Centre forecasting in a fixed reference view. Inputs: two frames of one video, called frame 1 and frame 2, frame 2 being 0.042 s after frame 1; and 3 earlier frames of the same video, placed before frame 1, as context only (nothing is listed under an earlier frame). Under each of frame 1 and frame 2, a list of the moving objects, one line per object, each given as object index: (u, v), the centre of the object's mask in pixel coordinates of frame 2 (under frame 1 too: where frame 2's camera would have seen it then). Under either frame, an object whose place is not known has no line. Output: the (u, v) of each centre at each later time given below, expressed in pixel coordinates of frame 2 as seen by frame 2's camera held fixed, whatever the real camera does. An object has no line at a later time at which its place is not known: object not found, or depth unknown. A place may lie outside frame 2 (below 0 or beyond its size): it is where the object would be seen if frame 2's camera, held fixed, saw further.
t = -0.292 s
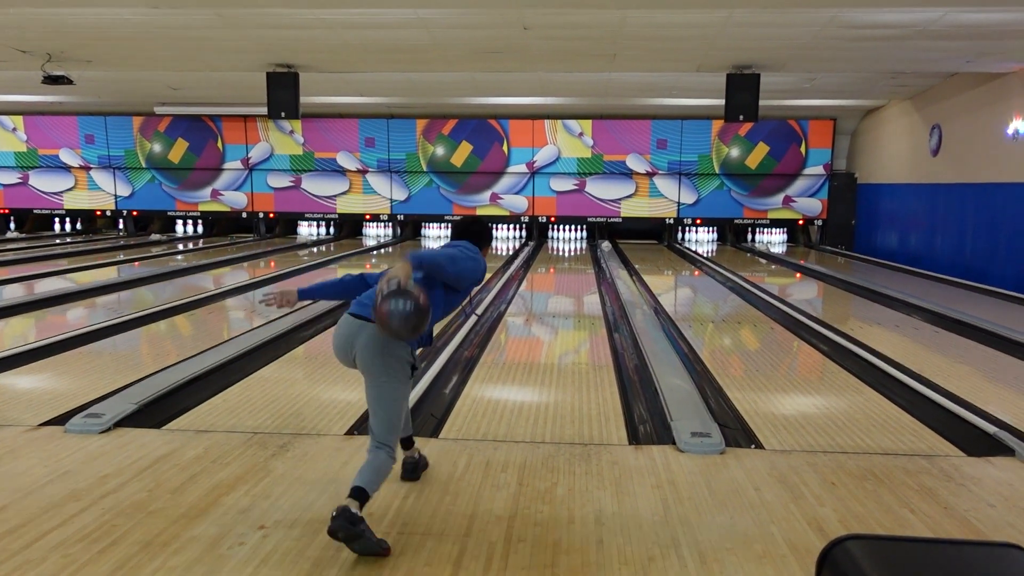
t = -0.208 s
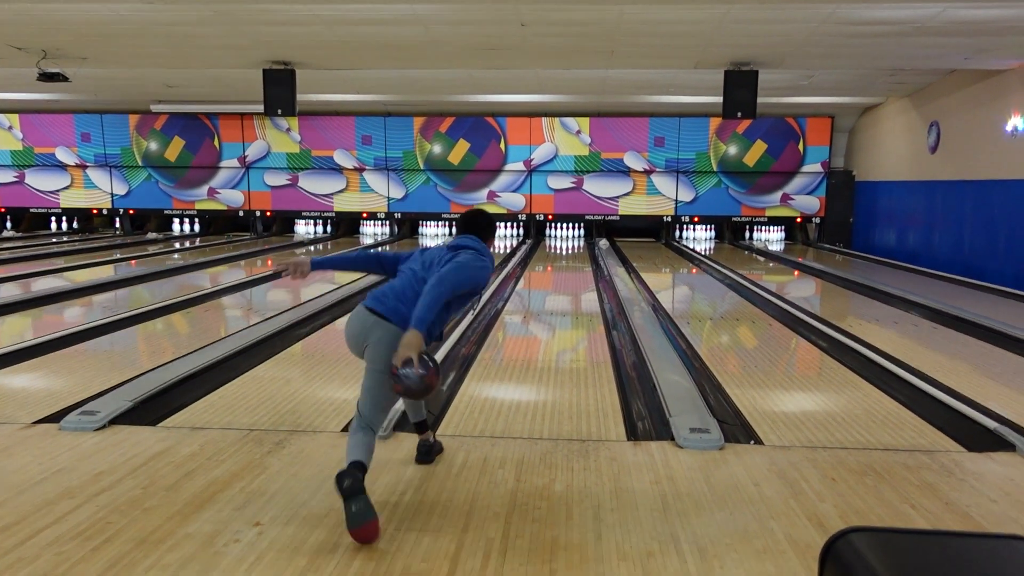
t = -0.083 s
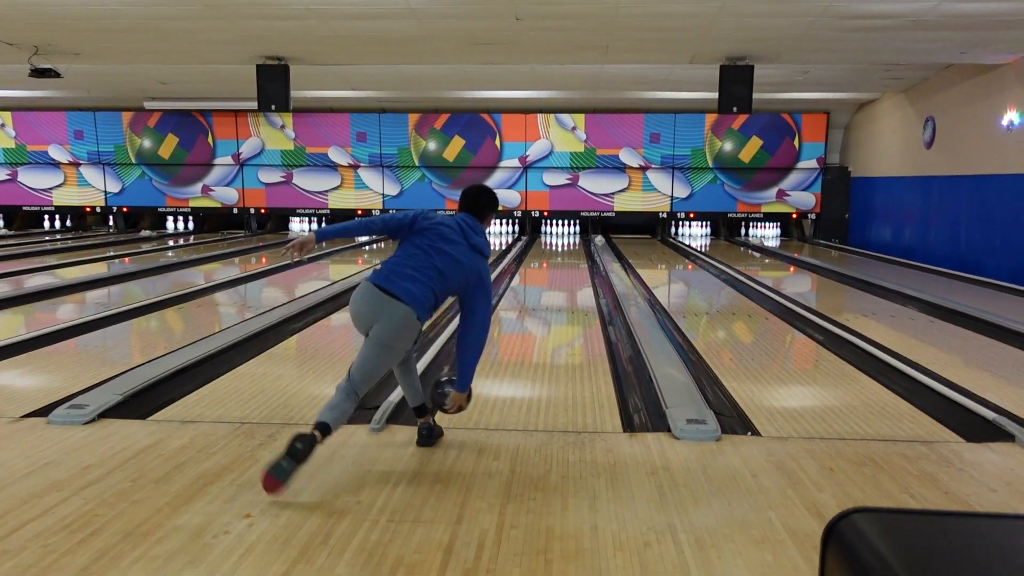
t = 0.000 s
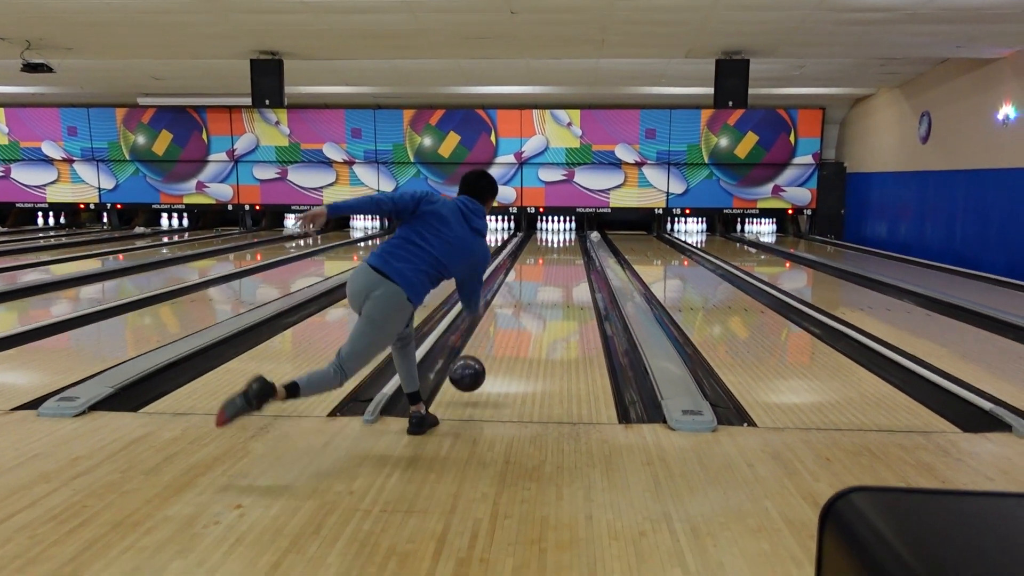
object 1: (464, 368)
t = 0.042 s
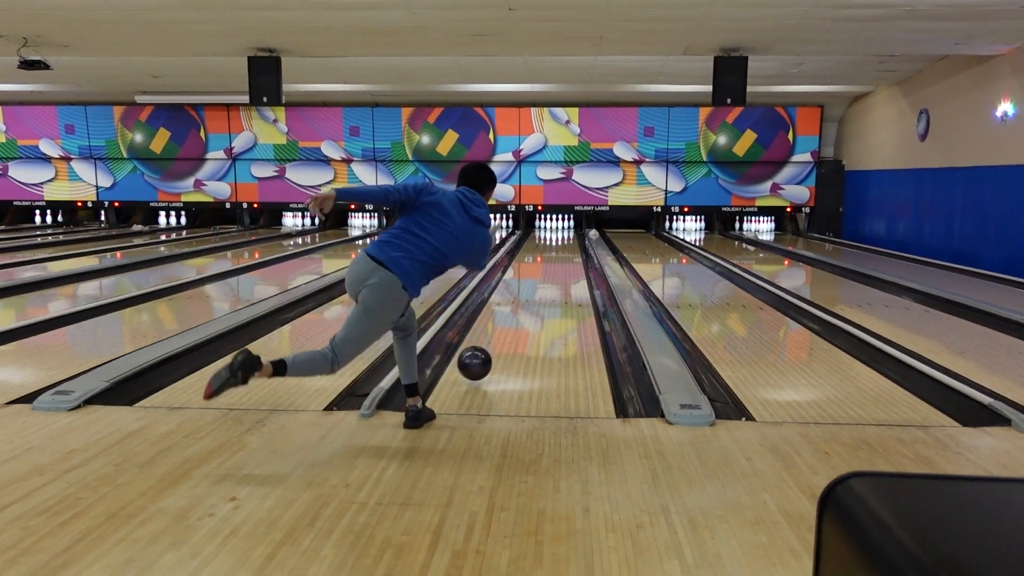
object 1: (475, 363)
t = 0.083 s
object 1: (481, 358)
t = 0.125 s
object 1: (489, 345)
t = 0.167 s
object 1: (494, 340)
